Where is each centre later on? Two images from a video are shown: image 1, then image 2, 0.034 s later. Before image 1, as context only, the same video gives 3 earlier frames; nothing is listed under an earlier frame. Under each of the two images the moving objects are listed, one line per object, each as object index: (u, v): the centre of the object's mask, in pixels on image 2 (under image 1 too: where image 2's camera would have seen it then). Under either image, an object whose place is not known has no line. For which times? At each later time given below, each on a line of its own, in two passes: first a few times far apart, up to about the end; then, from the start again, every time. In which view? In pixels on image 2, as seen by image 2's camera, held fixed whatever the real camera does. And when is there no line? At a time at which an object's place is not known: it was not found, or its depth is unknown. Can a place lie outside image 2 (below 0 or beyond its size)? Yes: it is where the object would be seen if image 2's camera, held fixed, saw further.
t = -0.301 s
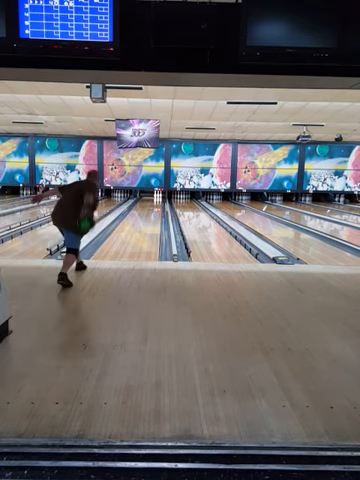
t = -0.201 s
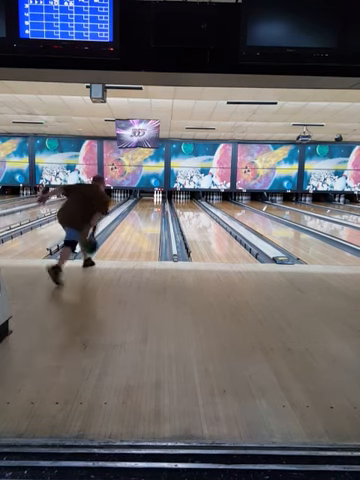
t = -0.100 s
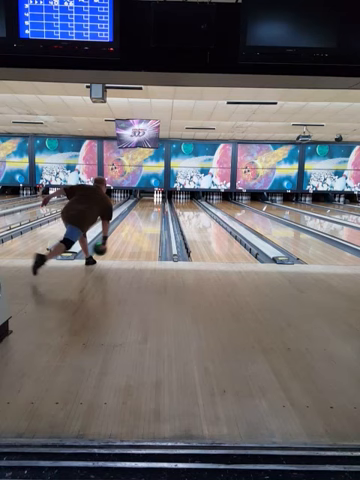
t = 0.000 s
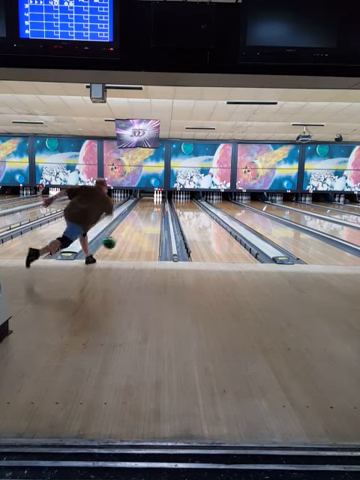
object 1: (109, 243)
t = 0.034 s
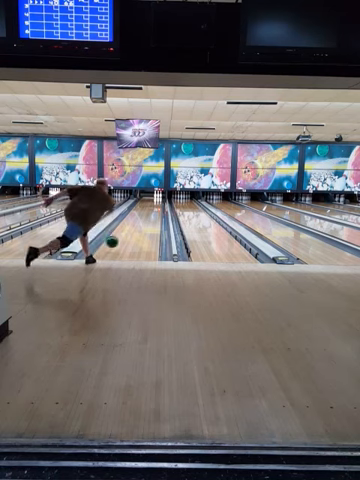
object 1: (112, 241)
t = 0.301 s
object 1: (127, 232)
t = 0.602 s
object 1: (138, 220)
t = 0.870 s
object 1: (144, 214)
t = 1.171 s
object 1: (151, 209)
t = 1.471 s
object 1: (153, 205)
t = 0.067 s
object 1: (114, 241)
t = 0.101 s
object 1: (116, 241)
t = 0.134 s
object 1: (118, 240)
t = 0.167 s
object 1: (120, 238)
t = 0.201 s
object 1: (122, 236)
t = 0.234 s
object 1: (124, 235)
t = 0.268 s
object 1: (126, 233)
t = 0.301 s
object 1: (127, 232)
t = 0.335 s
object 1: (129, 230)
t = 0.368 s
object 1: (130, 228)
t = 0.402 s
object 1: (131, 227)
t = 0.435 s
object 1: (132, 226)
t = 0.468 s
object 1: (134, 225)
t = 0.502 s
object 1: (135, 223)
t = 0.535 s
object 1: (136, 222)
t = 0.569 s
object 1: (137, 221)
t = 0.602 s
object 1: (138, 220)
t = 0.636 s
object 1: (139, 219)
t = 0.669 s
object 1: (140, 219)
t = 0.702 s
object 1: (141, 218)
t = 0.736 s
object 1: (142, 217)
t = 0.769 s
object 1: (143, 216)
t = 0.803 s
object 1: (143, 215)
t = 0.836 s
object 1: (144, 214)
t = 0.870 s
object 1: (144, 214)
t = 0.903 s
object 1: (145, 214)
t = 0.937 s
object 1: (146, 213)
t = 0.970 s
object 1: (147, 212)
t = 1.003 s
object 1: (147, 211)
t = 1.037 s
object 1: (148, 211)
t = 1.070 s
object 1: (148, 210)
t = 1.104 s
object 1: (149, 210)
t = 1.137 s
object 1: (150, 209)
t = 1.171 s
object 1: (151, 209)
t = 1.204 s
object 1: (151, 208)
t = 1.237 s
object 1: (152, 207)
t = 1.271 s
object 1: (152, 207)
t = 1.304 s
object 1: (152, 207)
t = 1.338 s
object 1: (152, 206)
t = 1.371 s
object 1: (152, 206)
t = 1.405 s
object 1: (152, 206)
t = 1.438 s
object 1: (153, 205)
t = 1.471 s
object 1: (153, 205)
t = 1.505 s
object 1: (153, 205)
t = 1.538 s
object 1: (154, 204)
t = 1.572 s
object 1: (155, 204)
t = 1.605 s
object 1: (156, 203)
